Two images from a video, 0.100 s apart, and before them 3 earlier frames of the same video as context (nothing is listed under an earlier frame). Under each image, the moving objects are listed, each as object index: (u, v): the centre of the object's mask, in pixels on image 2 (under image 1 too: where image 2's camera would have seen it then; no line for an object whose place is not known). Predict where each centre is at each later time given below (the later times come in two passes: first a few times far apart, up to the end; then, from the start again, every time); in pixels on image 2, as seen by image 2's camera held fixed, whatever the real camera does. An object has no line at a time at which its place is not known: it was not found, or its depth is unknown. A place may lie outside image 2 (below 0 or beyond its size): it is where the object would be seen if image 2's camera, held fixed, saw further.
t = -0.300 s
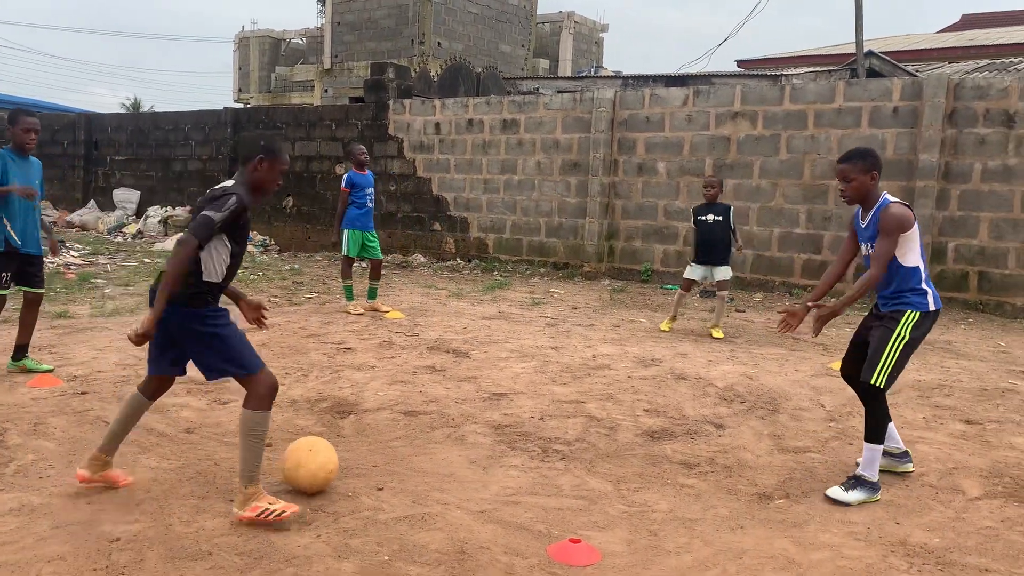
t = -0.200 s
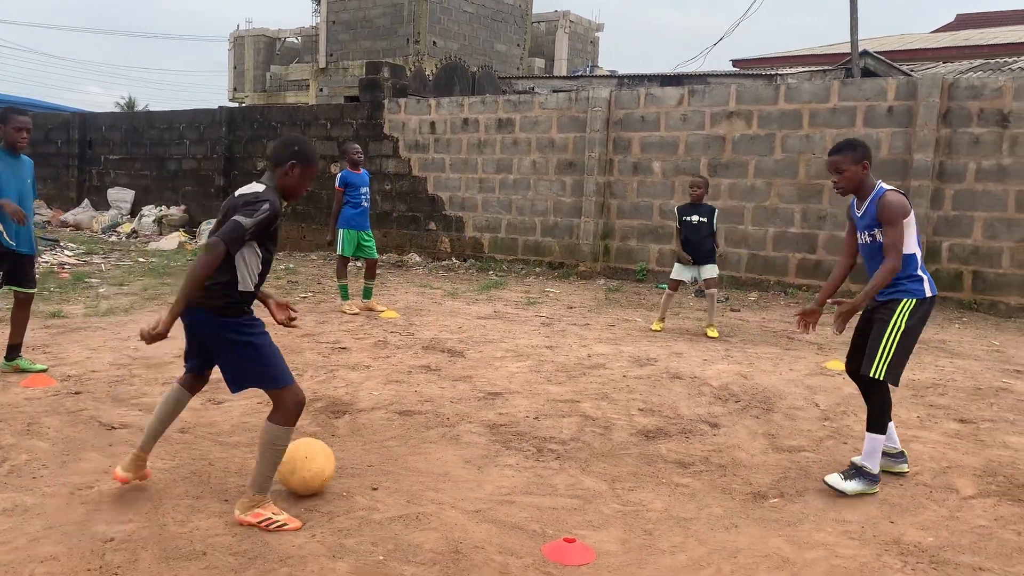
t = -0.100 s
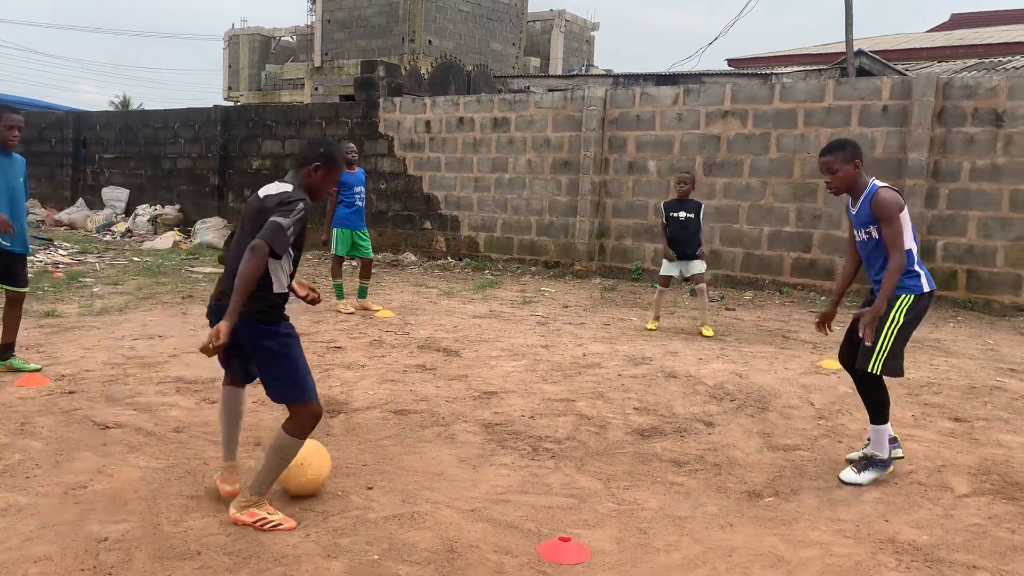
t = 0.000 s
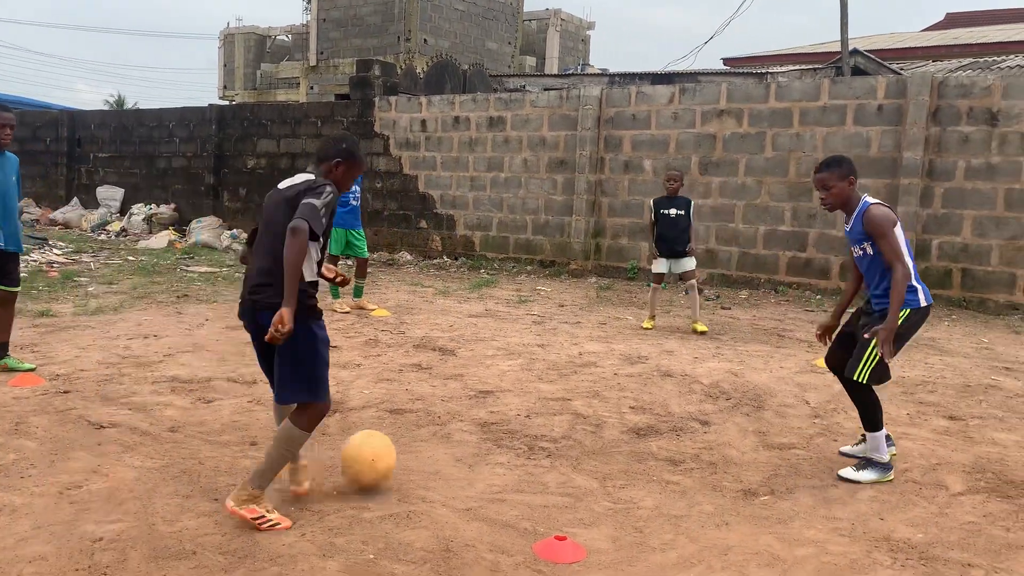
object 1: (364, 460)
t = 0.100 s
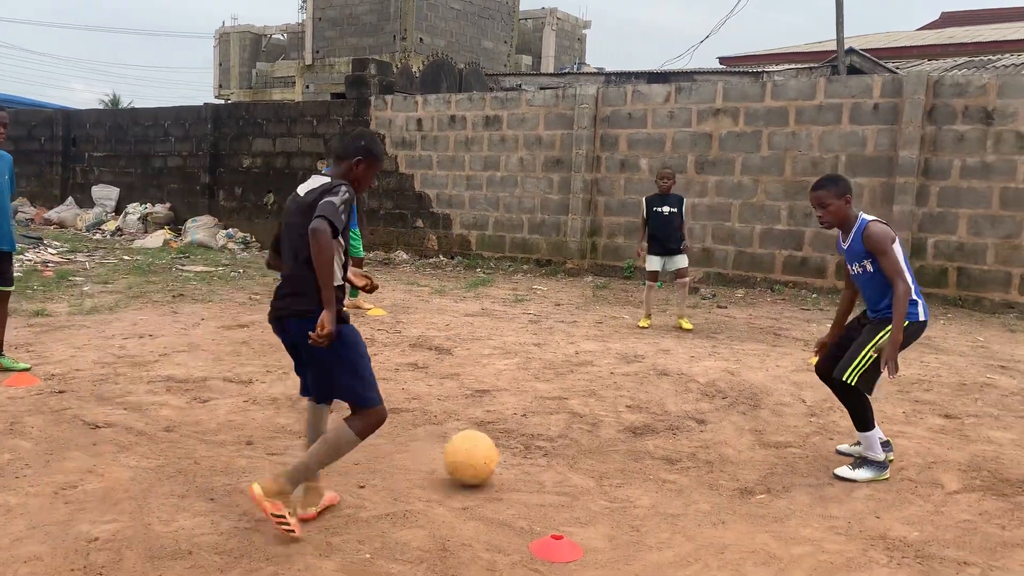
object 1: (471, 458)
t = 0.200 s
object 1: (554, 455)
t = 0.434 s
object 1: (694, 454)
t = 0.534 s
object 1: (747, 454)
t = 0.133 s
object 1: (499, 454)
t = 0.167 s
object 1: (526, 454)
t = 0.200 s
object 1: (554, 455)
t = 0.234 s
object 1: (578, 455)
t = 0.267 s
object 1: (601, 454)
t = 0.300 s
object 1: (621, 456)
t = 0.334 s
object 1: (641, 453)
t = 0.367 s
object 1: (658, 452)
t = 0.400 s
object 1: (675, 454)
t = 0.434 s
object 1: (694, 454)
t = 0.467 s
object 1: (712, 451)
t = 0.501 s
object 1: (730, 454)
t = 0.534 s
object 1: (747, 454)
